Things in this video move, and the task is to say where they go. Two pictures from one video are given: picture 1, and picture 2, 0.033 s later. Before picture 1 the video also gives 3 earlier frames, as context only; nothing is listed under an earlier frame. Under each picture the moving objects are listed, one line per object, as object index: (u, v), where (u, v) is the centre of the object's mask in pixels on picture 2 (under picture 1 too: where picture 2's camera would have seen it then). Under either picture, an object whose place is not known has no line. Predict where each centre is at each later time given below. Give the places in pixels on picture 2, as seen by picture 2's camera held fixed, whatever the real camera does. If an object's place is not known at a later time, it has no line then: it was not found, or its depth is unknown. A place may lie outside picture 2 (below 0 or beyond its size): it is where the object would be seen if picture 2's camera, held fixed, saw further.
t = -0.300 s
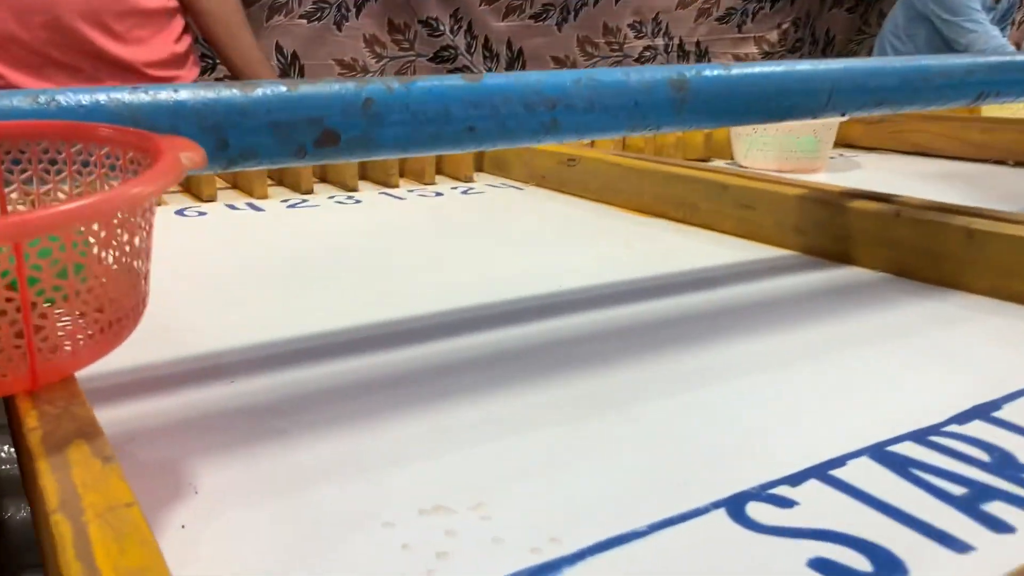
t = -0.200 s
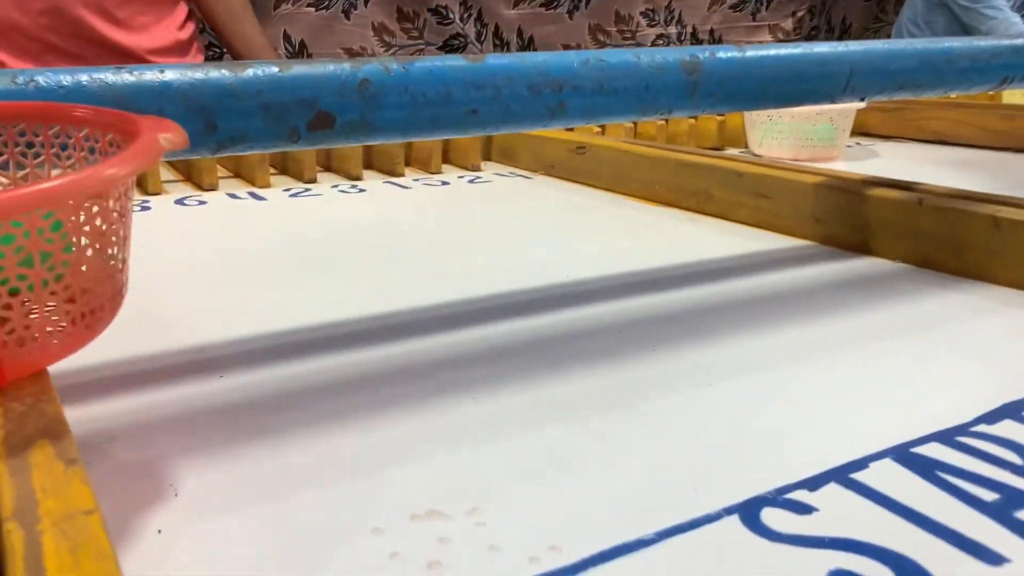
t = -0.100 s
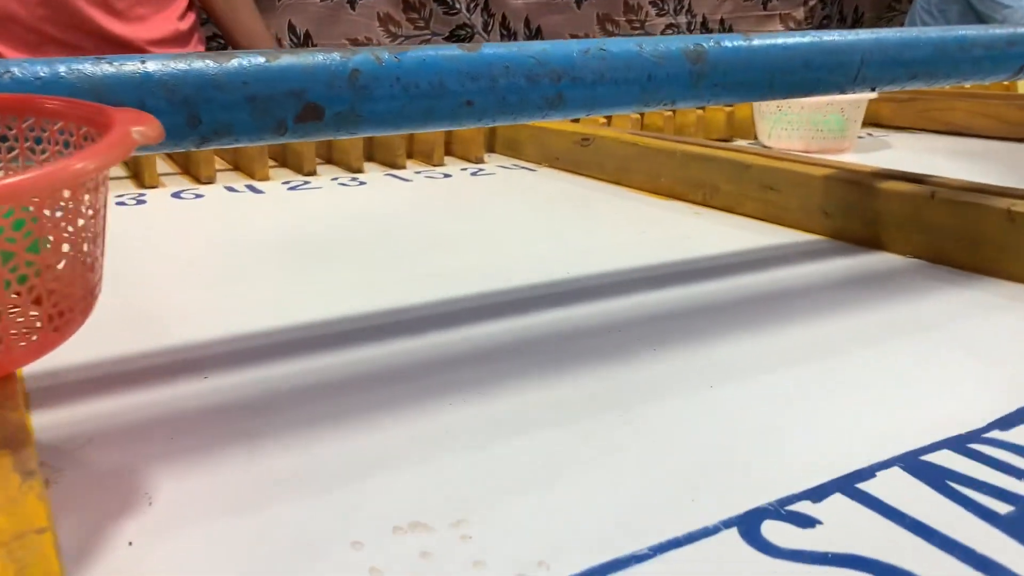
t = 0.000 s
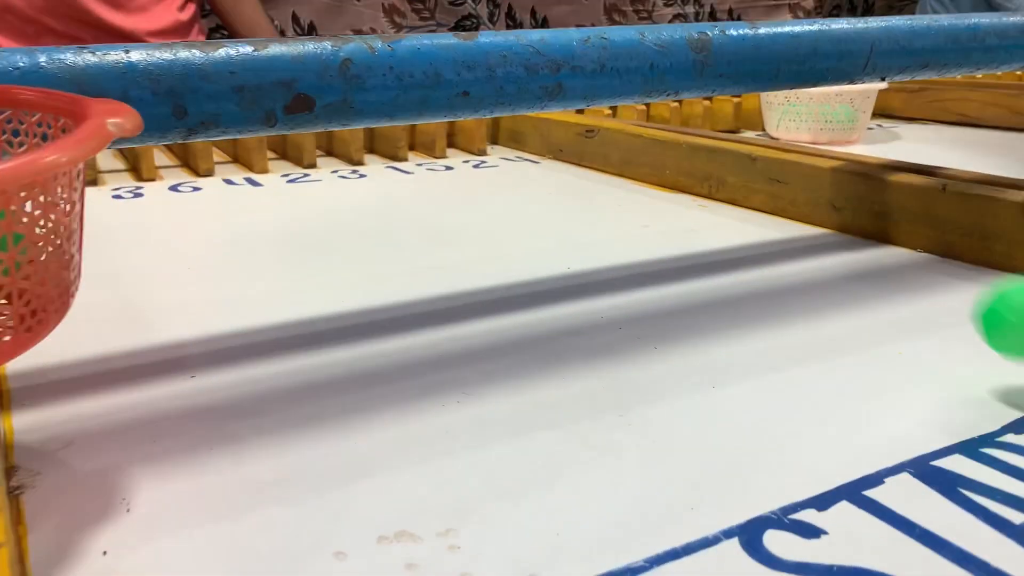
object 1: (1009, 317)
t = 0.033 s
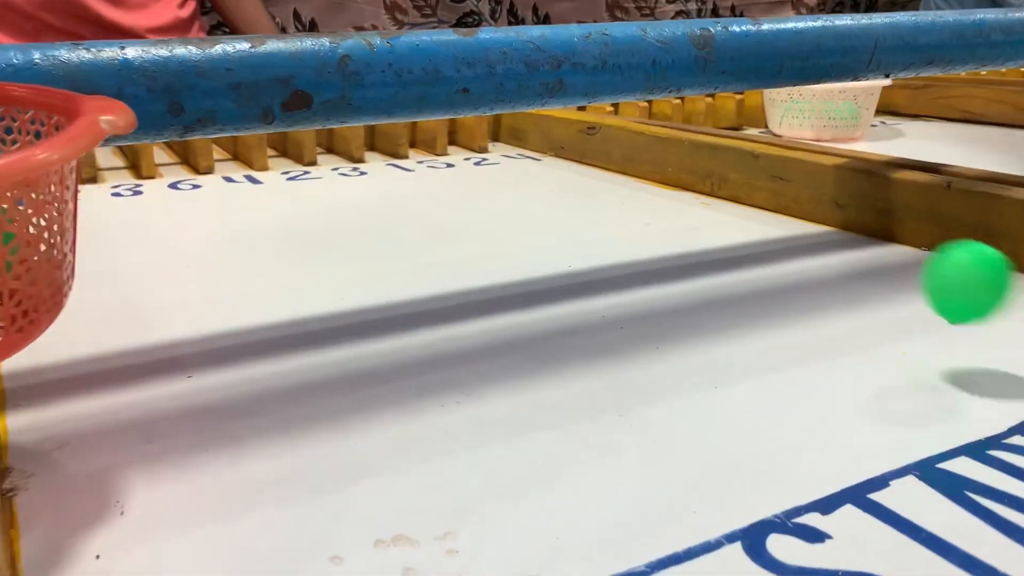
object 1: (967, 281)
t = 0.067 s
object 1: (903, 268)
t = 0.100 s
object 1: (840, 277)
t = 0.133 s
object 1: (783, 268)
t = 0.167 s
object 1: (738, 233)
